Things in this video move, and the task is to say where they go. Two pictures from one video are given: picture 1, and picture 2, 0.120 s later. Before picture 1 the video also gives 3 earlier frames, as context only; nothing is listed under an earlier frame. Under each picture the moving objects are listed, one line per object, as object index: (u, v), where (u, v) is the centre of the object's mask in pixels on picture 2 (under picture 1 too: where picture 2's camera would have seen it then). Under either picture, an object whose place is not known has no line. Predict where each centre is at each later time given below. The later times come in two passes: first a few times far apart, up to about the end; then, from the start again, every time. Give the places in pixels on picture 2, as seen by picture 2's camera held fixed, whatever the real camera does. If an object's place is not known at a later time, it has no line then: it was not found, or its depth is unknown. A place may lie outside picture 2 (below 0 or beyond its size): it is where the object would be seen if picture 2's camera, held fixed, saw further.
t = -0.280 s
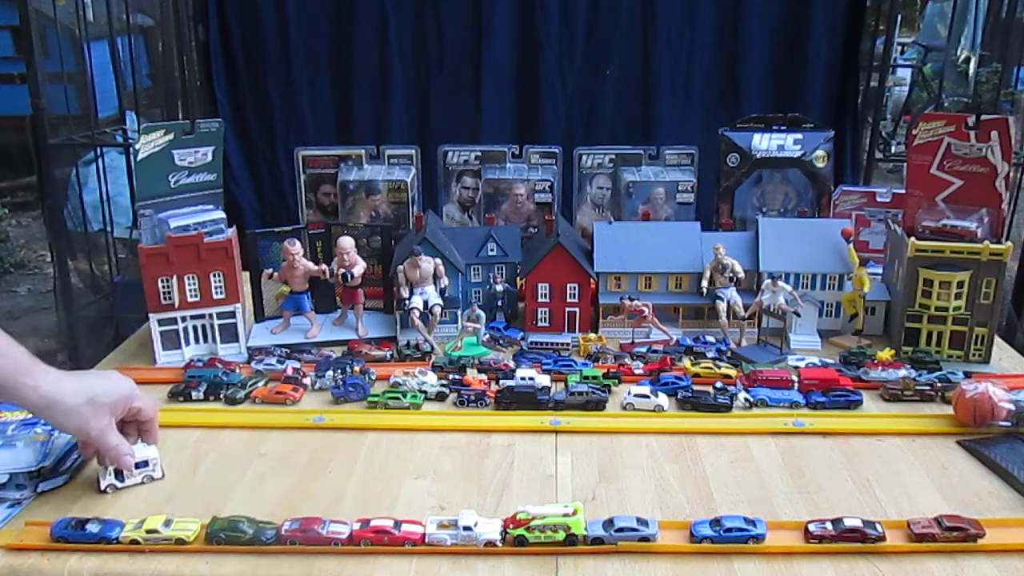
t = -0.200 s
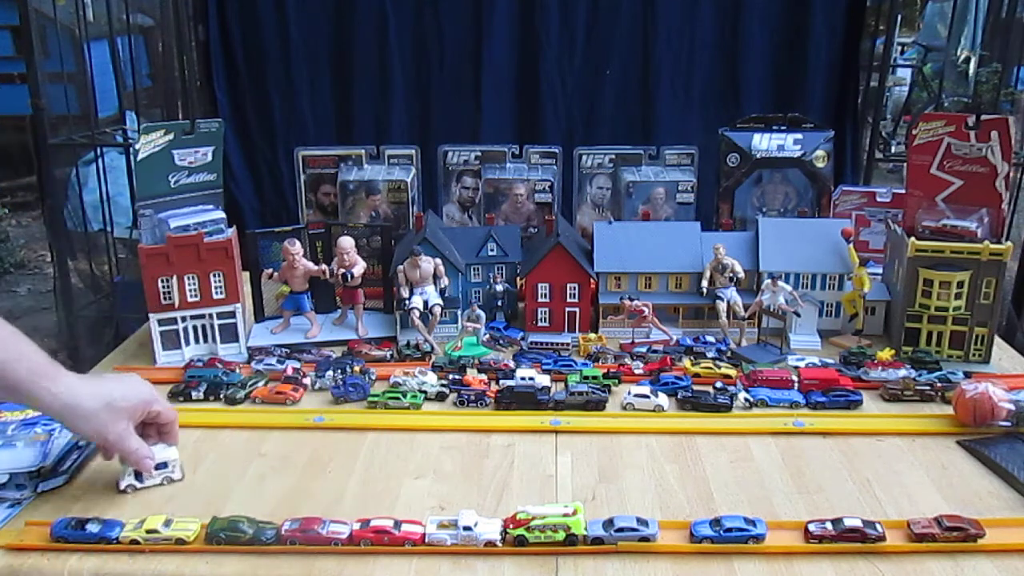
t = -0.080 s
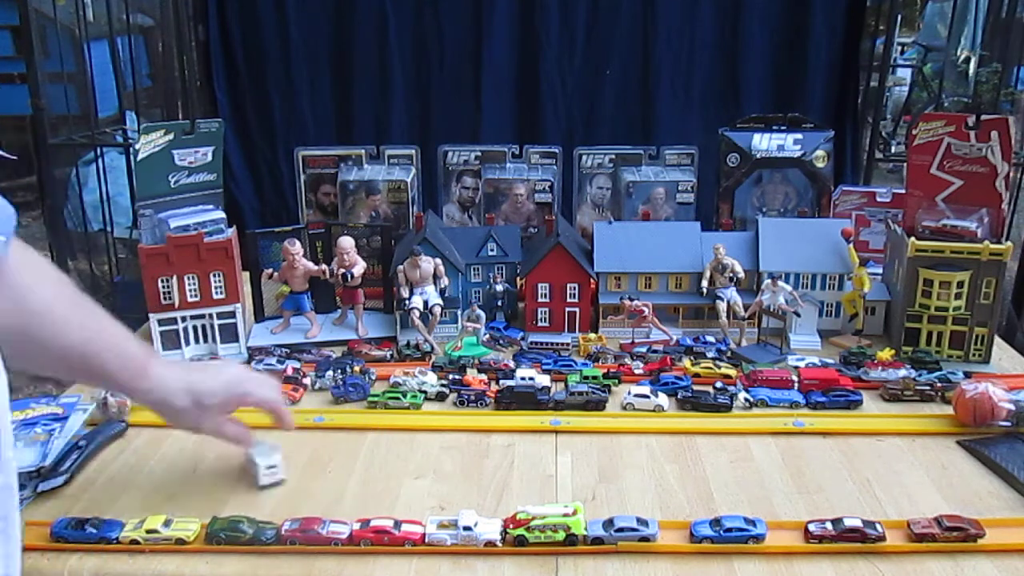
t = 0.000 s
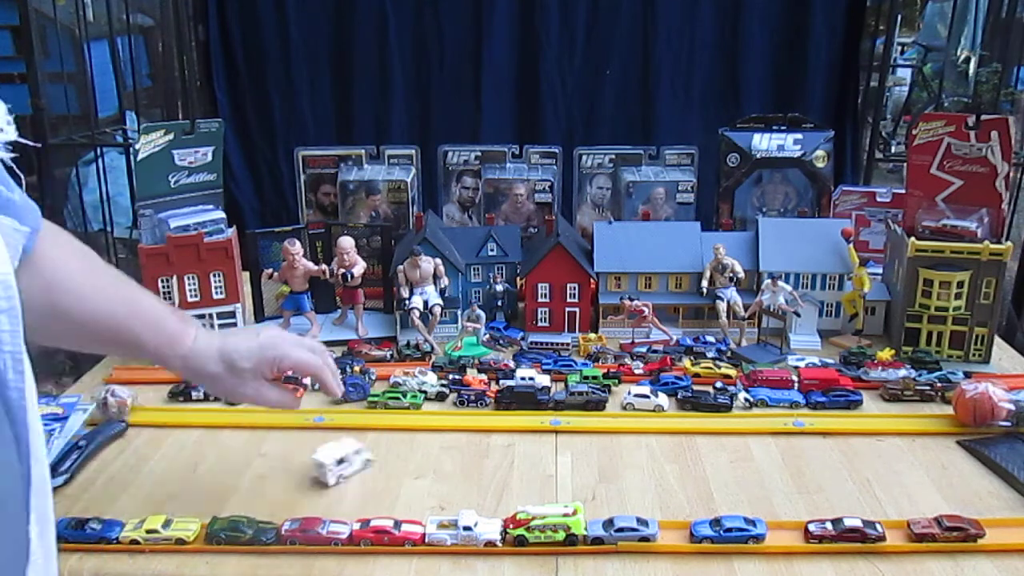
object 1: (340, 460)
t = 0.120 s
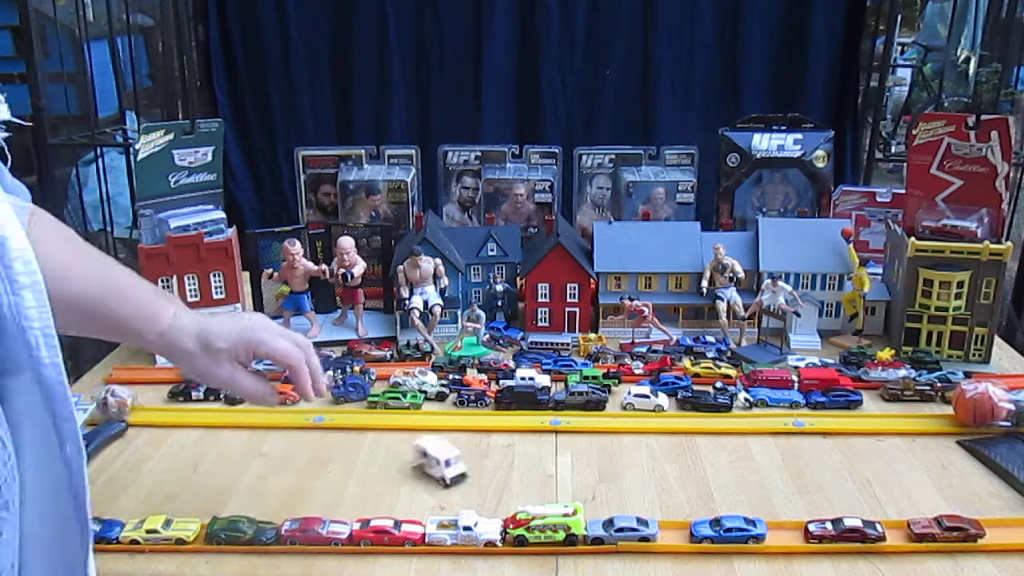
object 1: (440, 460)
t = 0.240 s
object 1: (515, 462)
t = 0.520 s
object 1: (650, 466)
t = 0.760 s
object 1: (702, 474)
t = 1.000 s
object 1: (733, 484)
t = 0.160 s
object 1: (468, 462)
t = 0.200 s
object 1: (491, 462)
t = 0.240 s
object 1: (515, 462)
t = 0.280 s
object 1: (539, 461)
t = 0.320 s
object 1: (563, 460)
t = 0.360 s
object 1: (584, 460)
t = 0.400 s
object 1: (605, 461)
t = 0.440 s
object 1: (622, 463)
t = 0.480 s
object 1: (638, 465)
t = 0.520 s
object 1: (650, 466)
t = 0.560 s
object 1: (662, 467)
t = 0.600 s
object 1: (672, 468)
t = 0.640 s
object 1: (681, 469)
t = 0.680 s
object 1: (689, 471)
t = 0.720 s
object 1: (696, 472)
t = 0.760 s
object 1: (702, 474)
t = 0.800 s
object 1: (708, 476)
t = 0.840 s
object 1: (714, 478)
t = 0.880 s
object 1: (719, 479)
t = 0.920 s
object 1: (724, 481)
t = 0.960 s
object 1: (728, 482)
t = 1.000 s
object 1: (733, 484)
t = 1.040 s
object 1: (736, 485)
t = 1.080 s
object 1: (739, 486)
